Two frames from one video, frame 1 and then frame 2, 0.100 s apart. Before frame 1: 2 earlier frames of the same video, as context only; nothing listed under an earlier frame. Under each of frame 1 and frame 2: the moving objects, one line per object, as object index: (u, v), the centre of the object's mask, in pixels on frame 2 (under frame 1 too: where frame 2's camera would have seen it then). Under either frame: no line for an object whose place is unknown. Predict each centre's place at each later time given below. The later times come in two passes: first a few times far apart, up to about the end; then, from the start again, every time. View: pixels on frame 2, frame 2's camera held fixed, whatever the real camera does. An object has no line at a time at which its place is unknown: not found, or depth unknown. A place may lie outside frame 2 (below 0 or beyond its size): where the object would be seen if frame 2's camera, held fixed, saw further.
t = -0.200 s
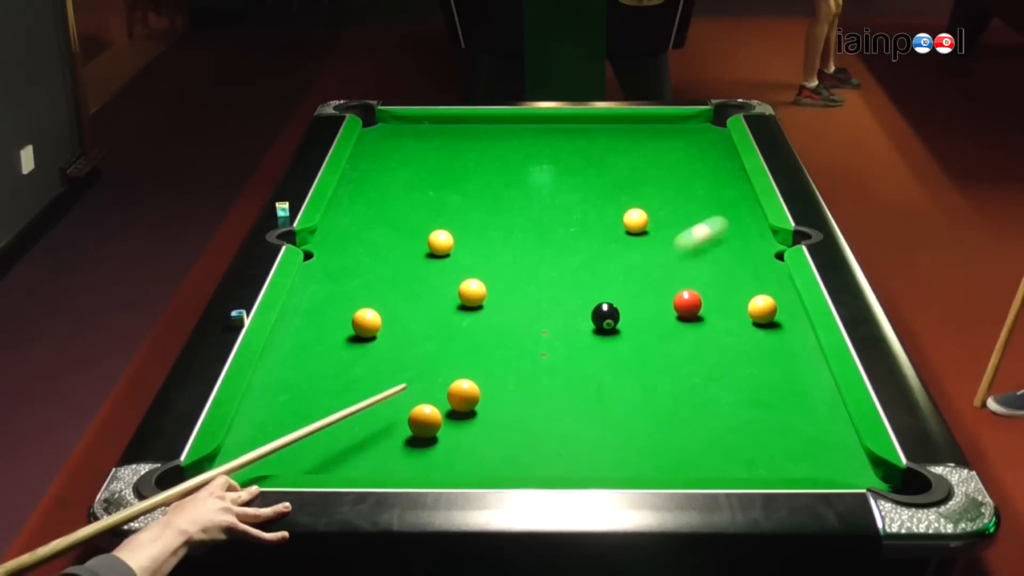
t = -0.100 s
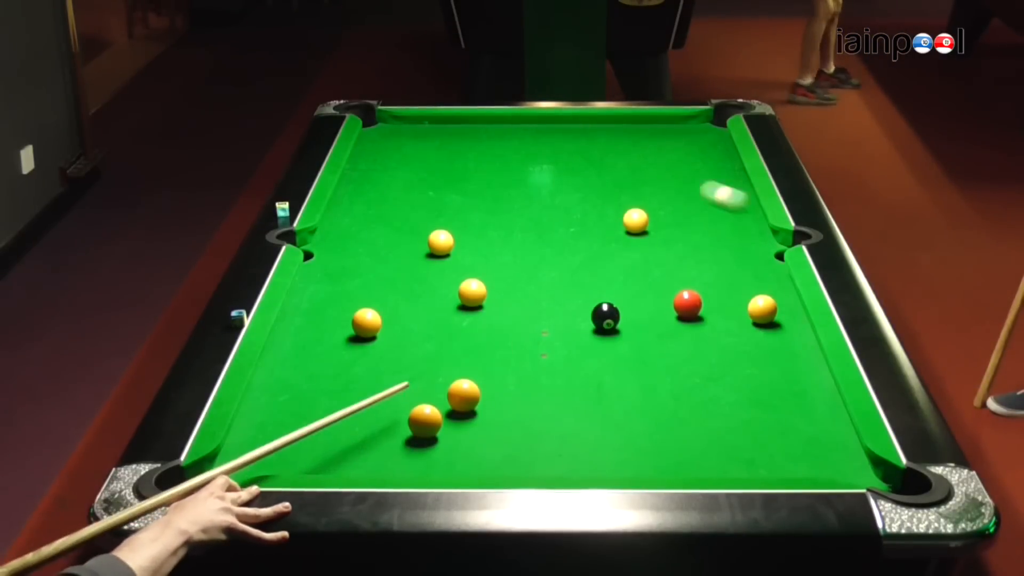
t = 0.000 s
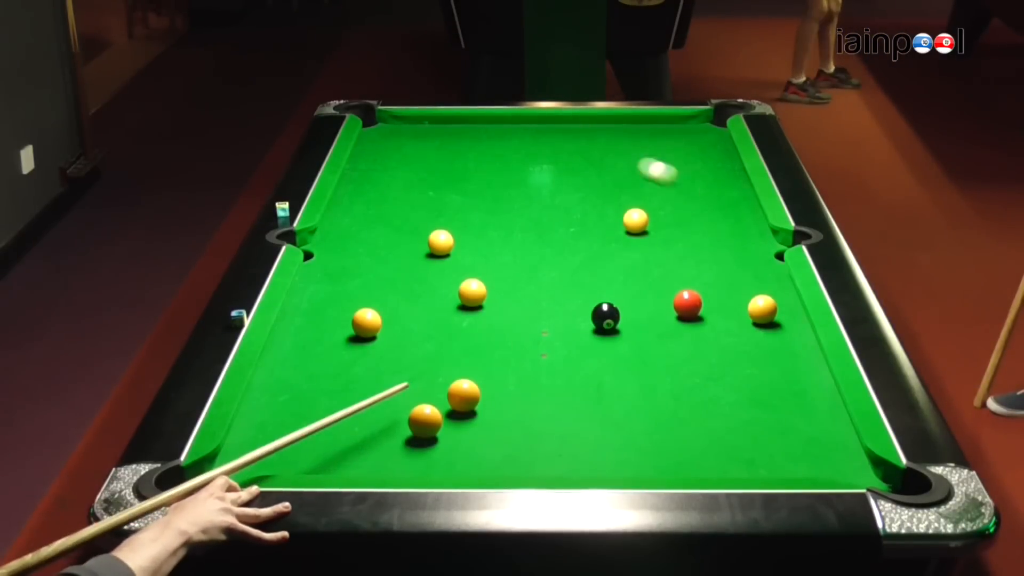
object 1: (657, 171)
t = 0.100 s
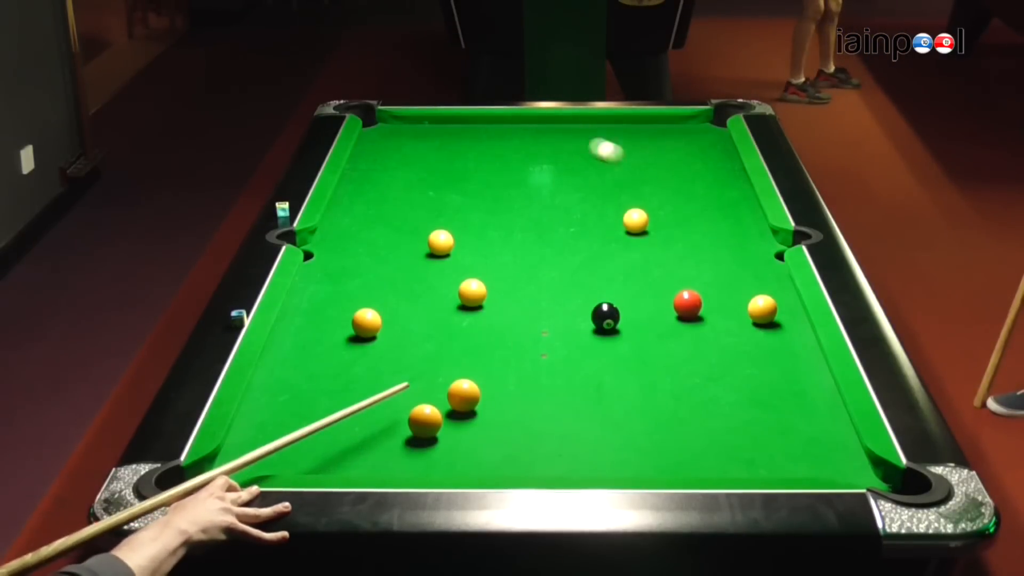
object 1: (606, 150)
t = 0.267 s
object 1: (534, 121)
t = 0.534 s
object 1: (414, 147)
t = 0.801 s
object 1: (398, 182)
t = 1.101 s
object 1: (487, 224)
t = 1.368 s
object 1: (579, 268)
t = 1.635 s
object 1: (679, 317)
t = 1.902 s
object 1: (789, 378)
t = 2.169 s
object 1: (805, 436)
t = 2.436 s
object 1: (769, 460)
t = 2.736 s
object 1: (721, 420)
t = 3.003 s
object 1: (684, 390)
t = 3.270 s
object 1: (652, 364)
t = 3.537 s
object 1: (625, 343)
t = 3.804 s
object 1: (603, 327)
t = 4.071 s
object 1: (587, 325)
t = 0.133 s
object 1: (592, 145)
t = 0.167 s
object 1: (575, 138)
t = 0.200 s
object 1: (562, 132)
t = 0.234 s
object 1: (549, 127)
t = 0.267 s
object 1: (534, 121)
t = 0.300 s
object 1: (521, 119)
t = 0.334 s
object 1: (507, 124)
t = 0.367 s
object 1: (490, 128)
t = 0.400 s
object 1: (476, 132)
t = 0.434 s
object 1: (461, 136)
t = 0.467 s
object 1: (444, 140)
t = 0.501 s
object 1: (429, 144)
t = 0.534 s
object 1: (414, 147)
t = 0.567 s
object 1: (396, 152)
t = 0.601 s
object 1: (380, 156)
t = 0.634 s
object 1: (365, 160)
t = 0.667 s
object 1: (361, 165)
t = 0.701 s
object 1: (371, 169)
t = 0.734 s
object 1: (380, 173)
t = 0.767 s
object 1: (390, 178)
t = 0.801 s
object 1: (398, 182)
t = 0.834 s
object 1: (407, 186)
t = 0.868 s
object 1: (418, 191)
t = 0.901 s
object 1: (427, 195)
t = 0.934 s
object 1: (436, 200)
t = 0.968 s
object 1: (447, 205)
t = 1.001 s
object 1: (456, 209)
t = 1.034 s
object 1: (466, 214)
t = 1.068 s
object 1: (478, 219)
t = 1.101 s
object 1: (487, 224)
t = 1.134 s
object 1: (497, 229)
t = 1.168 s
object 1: (510, 235)
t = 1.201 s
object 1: (520, 240)
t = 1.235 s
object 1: (530, 245)
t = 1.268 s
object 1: (543, 251)
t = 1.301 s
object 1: (554, 256)
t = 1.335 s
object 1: (565, 261)
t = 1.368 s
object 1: (579, 268)
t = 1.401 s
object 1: (590, 273)
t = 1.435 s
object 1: (602, 279)
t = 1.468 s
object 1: (616, 286)
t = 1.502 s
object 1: (628, 291)
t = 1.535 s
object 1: (641, 298)
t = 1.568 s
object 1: (655, 305)
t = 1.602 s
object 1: (667, 310)
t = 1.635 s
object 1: (679, 317)
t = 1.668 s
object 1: (693, 325)
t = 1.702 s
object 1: (706, 332)
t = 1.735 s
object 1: (718, 338)
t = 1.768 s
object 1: (733, 347)
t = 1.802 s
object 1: (745, 354)
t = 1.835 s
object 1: (759, 361)
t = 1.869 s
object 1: (775, 370)
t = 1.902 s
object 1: (789, 378)
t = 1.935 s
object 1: (803, 385)
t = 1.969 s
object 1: (820, 395)
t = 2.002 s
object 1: (826, 403)
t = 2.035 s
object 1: (821, 409)
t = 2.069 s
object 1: (816, 416)
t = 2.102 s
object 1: (813, 422)
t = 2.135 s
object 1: (809, 429)
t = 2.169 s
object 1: (805, 436)
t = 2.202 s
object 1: (802, 443)
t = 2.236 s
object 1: (798, 449)
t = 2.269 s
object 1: (794, 457)
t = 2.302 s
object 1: (790, 461)
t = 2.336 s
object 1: (786, 465)
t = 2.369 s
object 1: (780, 467)
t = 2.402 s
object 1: (774, 463)
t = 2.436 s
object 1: (769, 460)
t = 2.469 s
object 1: (763, 457)
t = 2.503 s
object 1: (757, 451)
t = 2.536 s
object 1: (752, 447)
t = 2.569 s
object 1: (746, 442)
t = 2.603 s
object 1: (741, 437)
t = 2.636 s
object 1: (736, 433)
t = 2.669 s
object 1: (730, 429)
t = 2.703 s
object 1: (725, 424)
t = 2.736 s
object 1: (721, 420)
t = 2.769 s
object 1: (716, 416)
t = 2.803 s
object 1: (710, 412)
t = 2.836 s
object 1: (706, 408)
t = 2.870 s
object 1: (702, 405)
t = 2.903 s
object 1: (697, 401)
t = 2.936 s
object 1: (693, 397)
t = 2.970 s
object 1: (688, 393)
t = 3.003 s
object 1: (684, 390)
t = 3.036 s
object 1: (680, 386)
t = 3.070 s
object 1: (675, 383)
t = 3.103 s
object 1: (671, 379)
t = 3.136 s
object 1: (667, 376)
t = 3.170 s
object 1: (663, 373)
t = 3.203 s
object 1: (660, 370)
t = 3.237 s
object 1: (656, 367)
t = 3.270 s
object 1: (652, 364)
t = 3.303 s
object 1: (648, 361)
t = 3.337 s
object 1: (645, 359)
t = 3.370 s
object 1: (641, 356)
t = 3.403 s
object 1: (638, 353)
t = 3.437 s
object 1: (635, 350)
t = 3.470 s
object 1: (631, 348)
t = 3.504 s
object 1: (628, 345)
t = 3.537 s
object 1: (625, 343)
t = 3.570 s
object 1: (622, 340)
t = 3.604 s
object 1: (618, 337)
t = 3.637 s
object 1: (616, 335)
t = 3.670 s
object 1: (613, 332)
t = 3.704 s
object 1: (609, 330)
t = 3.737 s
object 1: (607, 328)
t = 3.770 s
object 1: (605, 328)
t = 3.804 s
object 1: (603, 327)
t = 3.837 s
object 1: (600, 327)
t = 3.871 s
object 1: (598, 326)
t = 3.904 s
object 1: (596, 326)
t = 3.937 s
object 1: (594, 326)
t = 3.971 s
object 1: (592, 326)
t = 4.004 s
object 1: (590, 326)
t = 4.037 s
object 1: (588, 325)
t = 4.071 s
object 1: (587, 325)
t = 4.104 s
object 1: (585, 325)
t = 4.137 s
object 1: (583, 325)
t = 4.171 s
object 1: (582, 325)
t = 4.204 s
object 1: (580, 324)
